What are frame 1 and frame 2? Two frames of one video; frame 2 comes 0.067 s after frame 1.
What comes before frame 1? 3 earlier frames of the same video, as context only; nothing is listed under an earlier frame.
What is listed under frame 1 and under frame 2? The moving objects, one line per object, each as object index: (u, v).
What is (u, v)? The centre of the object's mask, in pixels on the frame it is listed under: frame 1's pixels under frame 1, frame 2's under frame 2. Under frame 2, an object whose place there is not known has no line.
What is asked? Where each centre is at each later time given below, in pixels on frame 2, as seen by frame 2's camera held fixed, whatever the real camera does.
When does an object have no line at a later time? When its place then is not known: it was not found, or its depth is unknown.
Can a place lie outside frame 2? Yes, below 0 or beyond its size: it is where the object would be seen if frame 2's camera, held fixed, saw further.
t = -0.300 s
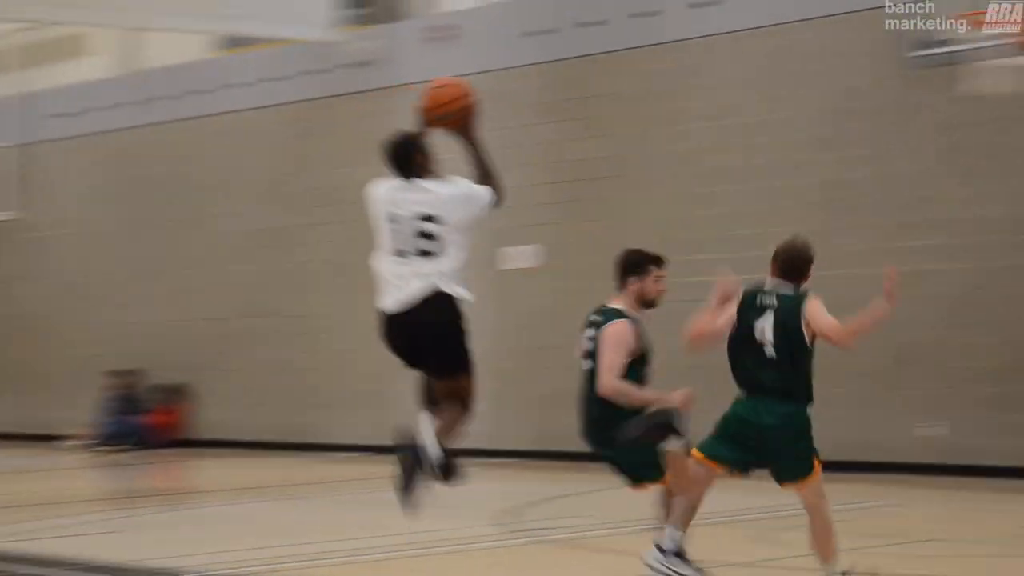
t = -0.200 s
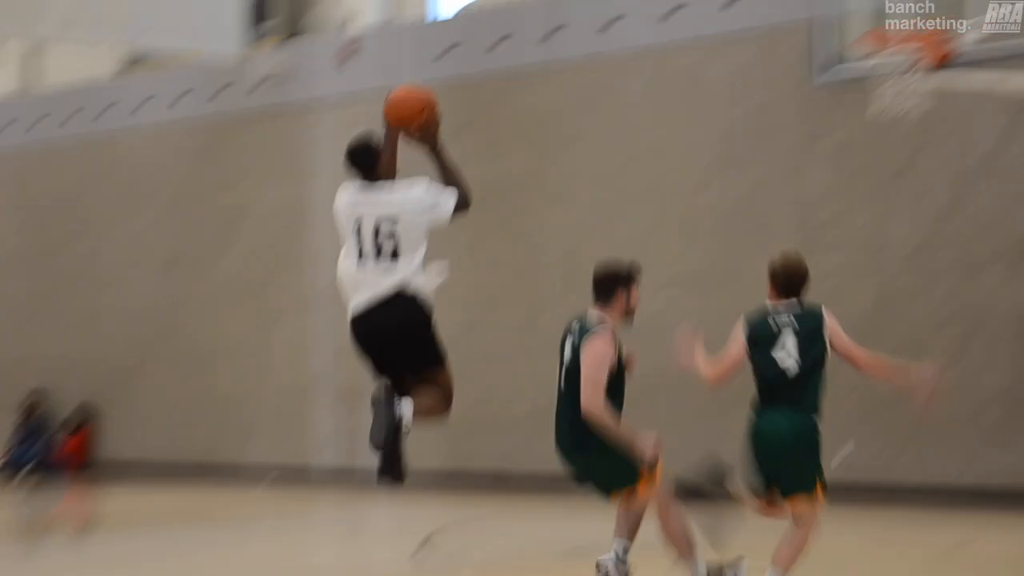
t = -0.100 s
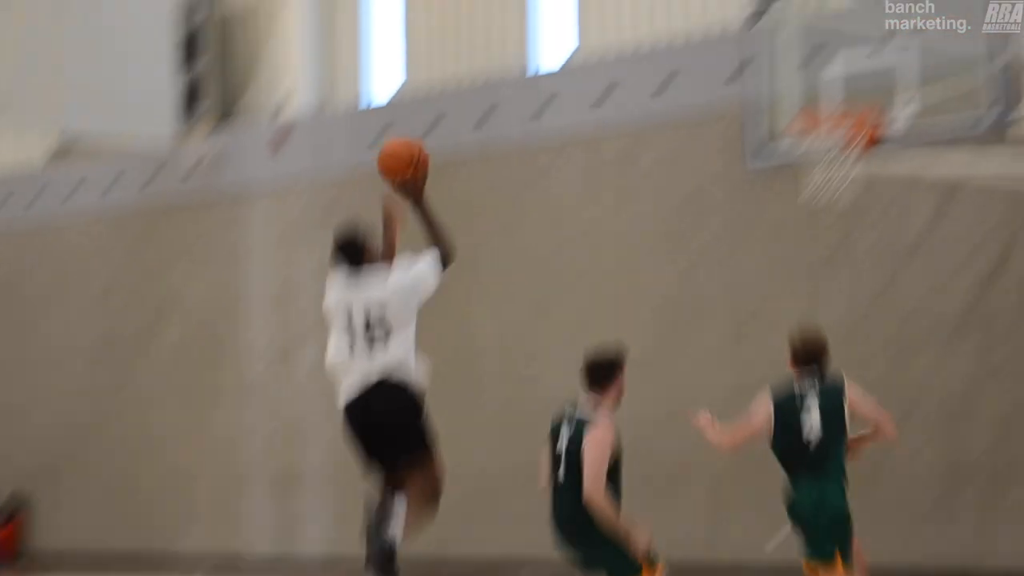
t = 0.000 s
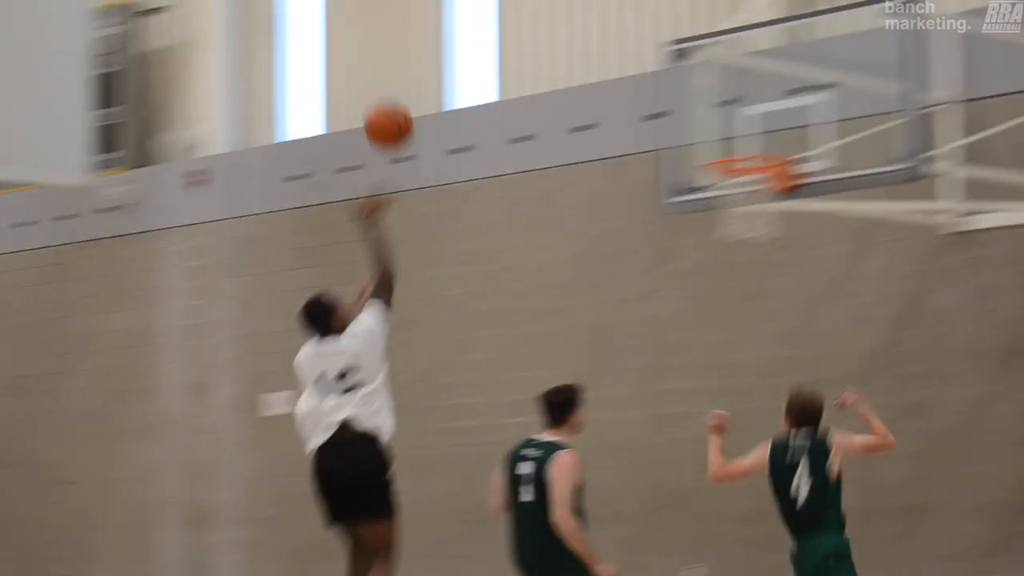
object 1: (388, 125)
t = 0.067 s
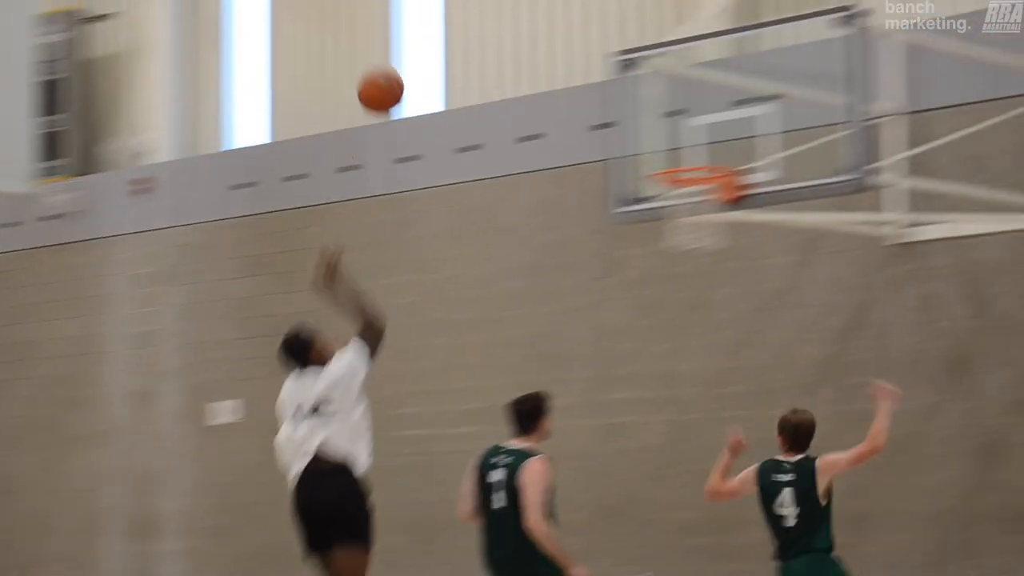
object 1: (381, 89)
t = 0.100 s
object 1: (401, 74)
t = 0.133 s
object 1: (423, 60)
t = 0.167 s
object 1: (442, 50)
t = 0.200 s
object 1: (460, 40)
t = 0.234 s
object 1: (479, 33)
